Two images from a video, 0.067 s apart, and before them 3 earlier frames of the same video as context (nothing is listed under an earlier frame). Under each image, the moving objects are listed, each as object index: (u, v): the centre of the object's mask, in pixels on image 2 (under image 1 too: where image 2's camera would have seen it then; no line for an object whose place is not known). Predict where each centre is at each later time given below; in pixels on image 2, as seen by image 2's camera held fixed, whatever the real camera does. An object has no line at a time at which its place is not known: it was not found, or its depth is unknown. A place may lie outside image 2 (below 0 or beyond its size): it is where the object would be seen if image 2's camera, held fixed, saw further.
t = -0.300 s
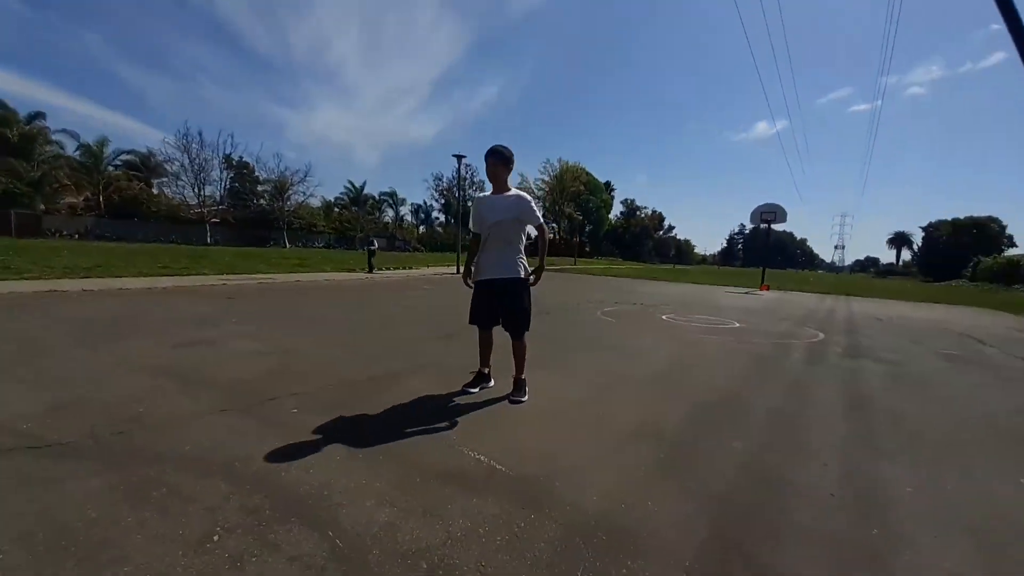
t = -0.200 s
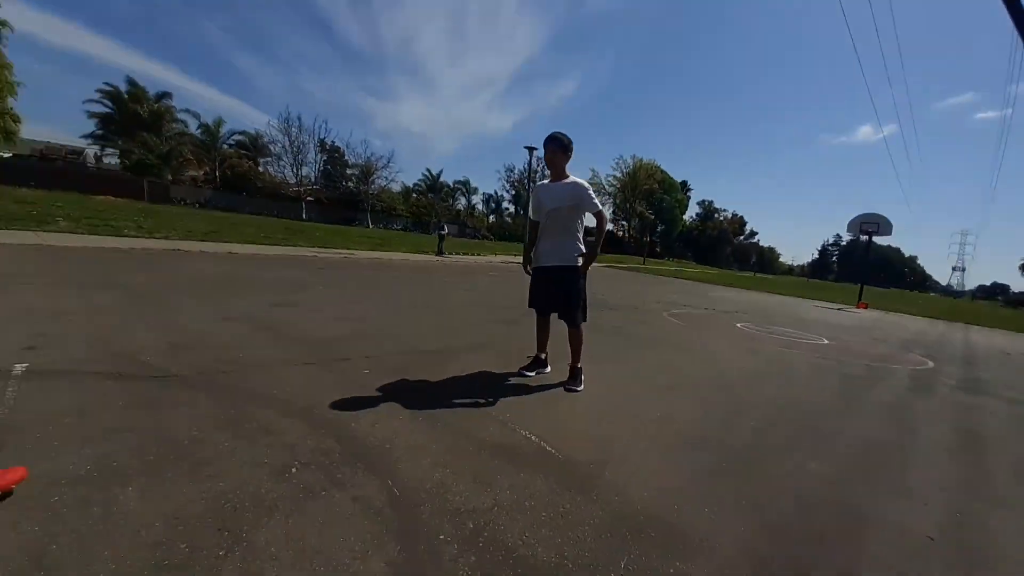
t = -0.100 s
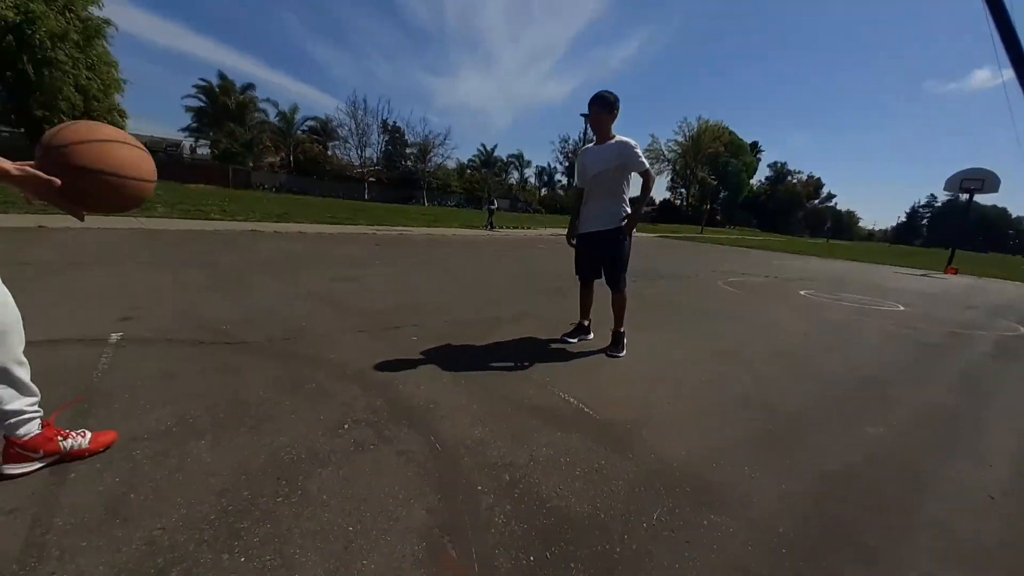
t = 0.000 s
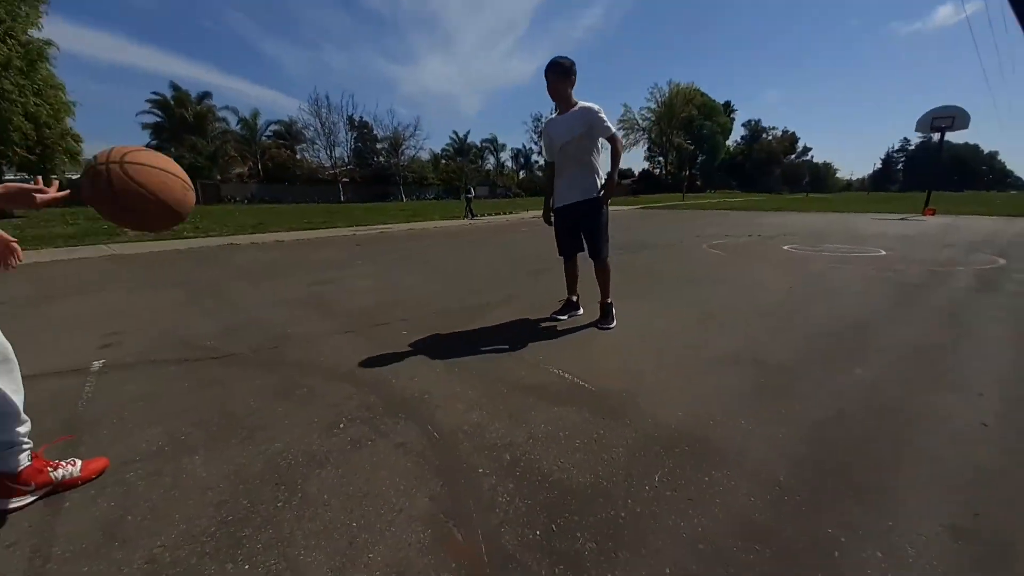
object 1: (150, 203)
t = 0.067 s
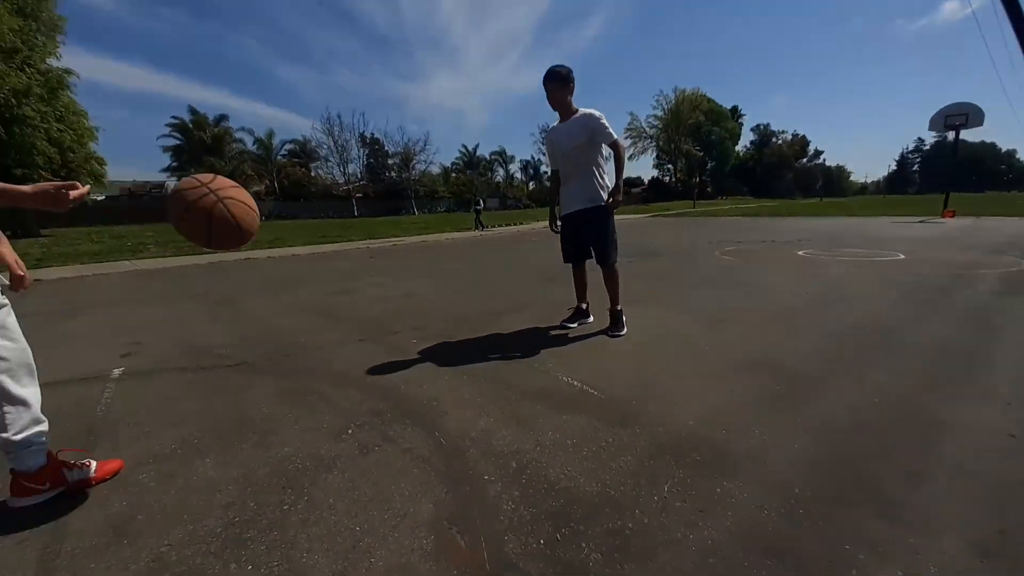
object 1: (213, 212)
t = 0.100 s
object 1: (241, 221)
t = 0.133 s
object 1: (268, 232)
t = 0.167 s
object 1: (293, 245)
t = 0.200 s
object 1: (316, 261)
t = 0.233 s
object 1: (337, 279)
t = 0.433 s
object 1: (430, 335)
